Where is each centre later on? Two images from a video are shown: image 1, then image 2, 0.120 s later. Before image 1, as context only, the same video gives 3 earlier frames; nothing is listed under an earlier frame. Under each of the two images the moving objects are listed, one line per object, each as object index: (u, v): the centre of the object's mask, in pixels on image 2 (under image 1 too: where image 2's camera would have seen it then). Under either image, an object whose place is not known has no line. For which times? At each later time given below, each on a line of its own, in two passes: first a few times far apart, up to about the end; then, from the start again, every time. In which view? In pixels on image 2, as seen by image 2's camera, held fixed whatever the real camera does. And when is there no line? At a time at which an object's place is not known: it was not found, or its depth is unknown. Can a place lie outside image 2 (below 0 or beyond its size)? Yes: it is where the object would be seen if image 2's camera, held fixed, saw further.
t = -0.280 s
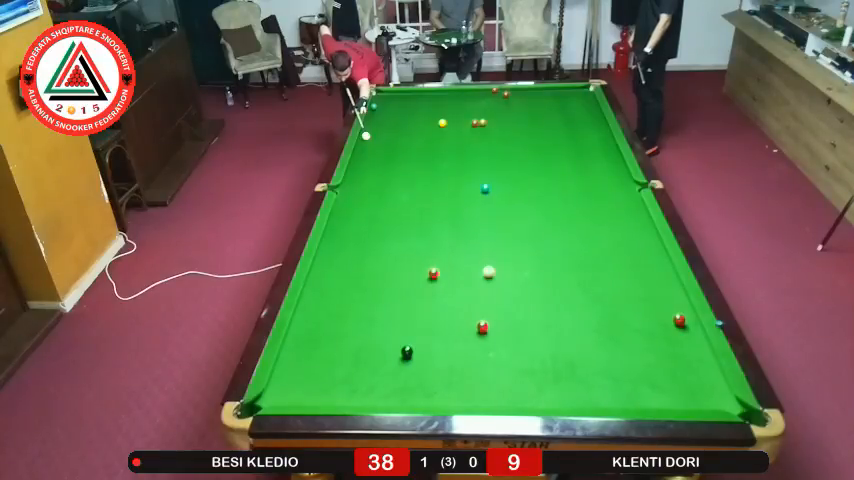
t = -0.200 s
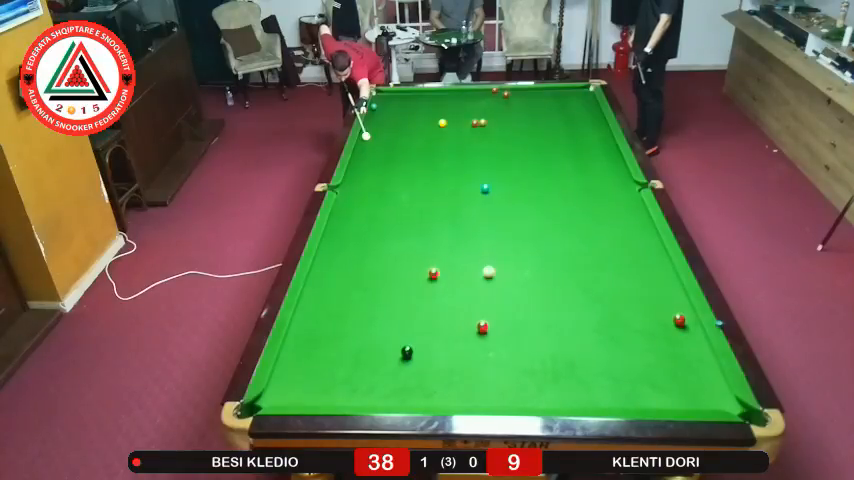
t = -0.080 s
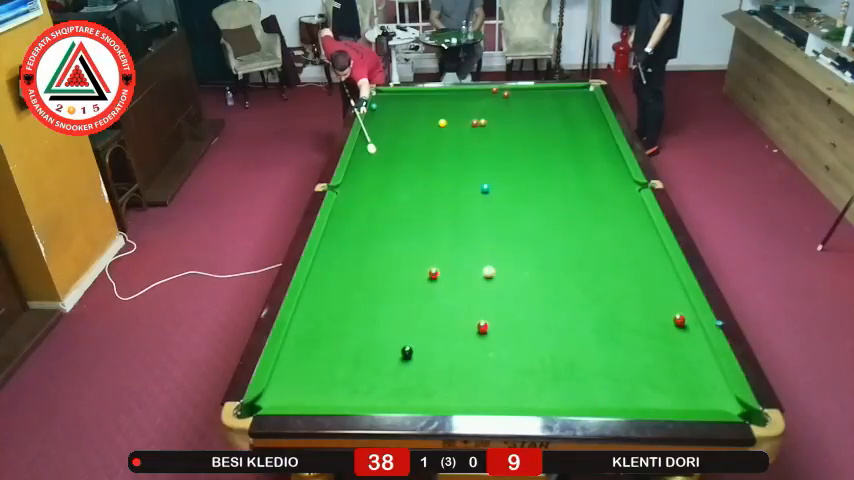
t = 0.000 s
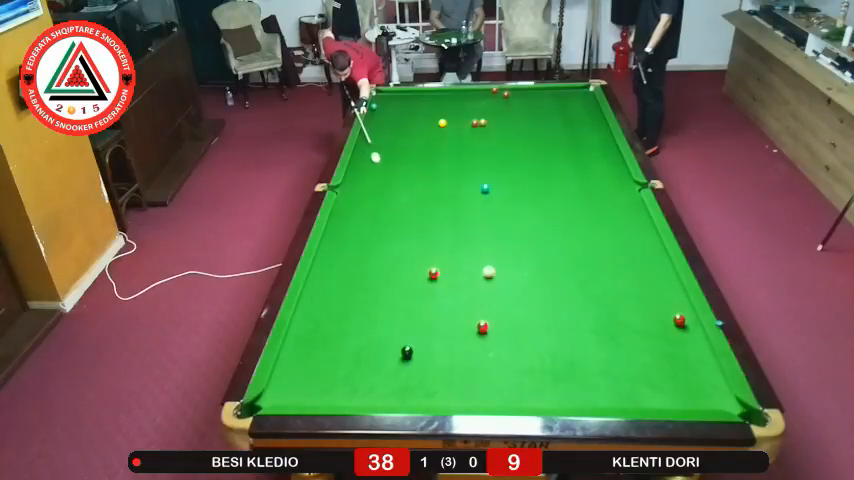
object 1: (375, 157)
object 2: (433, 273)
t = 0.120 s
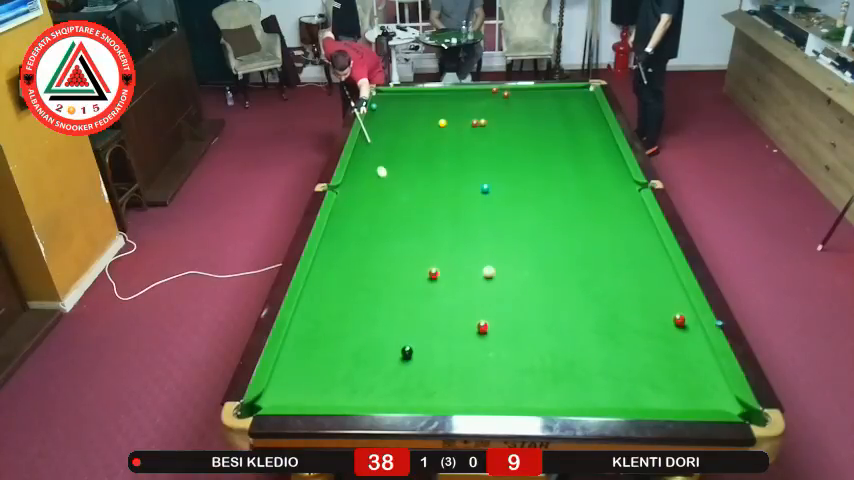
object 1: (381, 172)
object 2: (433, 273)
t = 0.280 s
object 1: (390, 192)
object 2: (433, 273)
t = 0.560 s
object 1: (409, 235)
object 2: (433, 273)
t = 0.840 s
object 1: (414, 281)
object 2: (451, 280)
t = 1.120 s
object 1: (390, 325)
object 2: (495, 297)
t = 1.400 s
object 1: (361, 377)
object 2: (539, 314)
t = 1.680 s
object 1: (345, 370)
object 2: (585, 333)
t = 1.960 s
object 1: (341, 330)
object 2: (634, 352)
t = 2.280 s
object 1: (337, 293)
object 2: (693, 375)
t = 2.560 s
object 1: (333, 266)
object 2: (713, 392)
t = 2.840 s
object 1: (330, 243)
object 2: (686, 402)
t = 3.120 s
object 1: (332, 224)
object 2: (659, 400)
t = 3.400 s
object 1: (342, 209)
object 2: (634, 395)
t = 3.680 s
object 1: (350, 195)
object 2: (612, 389)
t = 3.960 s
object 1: (358, 184)
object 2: (592, 383)
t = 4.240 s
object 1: (364, 173)
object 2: (575, 378)
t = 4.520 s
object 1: (370, 164)
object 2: (560, 374)
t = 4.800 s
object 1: (375, 156)
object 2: (548, 371)
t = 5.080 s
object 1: (379, 148)
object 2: (538, 369)
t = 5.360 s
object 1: (383, 142)
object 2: (529, 368)
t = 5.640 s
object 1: (386, 136)
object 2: (523, 367)
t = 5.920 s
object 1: (389, 131)
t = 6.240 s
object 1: (393, 126)
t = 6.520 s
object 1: (395, 122)
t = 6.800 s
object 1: (397, 118)
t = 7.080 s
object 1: (399, 116)
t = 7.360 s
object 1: (400, 113)
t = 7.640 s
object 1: (401, 111)
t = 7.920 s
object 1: (402, 109)
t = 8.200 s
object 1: (403, 108)
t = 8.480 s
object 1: (404, 107)
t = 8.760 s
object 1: (405, 106)
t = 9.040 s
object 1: (405, 106)
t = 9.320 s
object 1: (405, 106)
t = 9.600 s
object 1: (405, 106)
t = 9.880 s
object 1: (405, 106)
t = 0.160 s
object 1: (383, 176)
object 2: (433, 273)
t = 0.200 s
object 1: (386, 182)
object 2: (433, 273)
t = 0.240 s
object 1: (388, 187)
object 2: (433, 273)
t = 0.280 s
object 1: (390, 192)
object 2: (433, 273)
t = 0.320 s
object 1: (393, 198)
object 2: (433, 273)
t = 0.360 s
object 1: (395, 204)
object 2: (433, 273)
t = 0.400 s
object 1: (398, 209)
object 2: (433, 273)
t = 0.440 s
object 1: (401, 216)
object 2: (433, 273)
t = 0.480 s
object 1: (403, 222)
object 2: (433, 273)
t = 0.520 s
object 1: (406, 228)
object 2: (433, 273)
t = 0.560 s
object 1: (409, 235)
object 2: (433, 273)
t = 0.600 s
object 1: (412, 242)
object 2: (433, 273)
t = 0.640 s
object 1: (415, 249)
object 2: (433, 273)
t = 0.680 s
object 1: (418, 256)
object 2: (433, 273)
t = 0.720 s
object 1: (422, 264)
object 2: (433, 273)
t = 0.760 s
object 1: (423, 271)
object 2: (436, 274)
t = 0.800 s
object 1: (418, 276)
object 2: (444, 277)
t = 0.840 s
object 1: (414, 281)
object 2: (451, 280)
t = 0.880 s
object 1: (410, 287)
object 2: (458, 283)
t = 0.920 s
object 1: (407, 293)
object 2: (464, 285)
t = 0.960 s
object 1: (404, 299)
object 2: (471, 287)
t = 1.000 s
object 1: (400, 305)
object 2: (476, 290)
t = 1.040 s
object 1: (397, 312)
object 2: (483, 293)
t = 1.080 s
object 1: (393, 318)
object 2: (489, 295)
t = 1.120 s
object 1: (390, 325)
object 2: (495, 297)
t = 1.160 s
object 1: (386, 332)
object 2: (501, 299)
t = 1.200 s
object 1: (382, 339)
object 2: (507, 302)
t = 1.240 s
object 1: (378, 346)
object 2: (514, 304)
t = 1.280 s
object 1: (374, 353)
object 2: (520, 306)
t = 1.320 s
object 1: (369, 361)
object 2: (526, 309)
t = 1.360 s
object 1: (365, 369)
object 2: (532, 312)
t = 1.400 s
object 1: (361, 377)
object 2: (539, 314)
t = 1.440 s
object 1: (356, 385)
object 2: (545, 317)
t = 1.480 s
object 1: (351, 392)
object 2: (552, 319)
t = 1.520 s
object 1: (348, 396)
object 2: (559, 322)
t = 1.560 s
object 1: (347, 390)
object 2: (565, 325)
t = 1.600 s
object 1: (346, 383)
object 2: (572, 327)
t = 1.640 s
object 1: (346, 377)
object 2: (579, 330)
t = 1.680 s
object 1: (345, 370)
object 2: (585, 333)
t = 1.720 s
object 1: (345, 364)
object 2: (592, 336)
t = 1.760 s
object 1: (344, 358)
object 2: (599, 338)
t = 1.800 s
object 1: (343, 352)
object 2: (606, 341)
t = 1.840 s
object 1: (343, 346)
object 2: (613, 344)
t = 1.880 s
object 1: (342, 341)
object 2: (621, 346)
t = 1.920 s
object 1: (342, 336)
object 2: (628, 349)
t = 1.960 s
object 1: (341, 330)
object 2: (634, 352)
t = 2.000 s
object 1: (341, 325)
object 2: (641, 355)
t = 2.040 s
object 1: (340, 321)
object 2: (648, 358)
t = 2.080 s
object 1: (339, 316)
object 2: (656, 361)
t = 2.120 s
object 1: (339, 311)
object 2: (663, 363)
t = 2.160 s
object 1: (338, 306)
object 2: (670, 366)
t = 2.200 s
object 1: (338, 302)
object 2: (678, 369)
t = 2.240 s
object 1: (337, 297)
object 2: (685, 372)
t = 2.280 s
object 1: (337, 293)
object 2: (693, 375)
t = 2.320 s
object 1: (336, 289)
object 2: (700, 378)
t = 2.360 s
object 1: (336, 285)
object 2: (707, 381)
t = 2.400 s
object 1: (335, 281)
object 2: (715, 384)
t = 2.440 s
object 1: (335, 277)
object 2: (722, 386)
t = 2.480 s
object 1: (334, 273)
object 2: (721, 389)
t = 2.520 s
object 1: (334, 269)
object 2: (717, 390)
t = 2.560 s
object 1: (333, 266)
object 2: (713, 392)
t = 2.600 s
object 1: (333, 262)
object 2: (709, 393)
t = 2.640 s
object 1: (332, 259)
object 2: (705, 395)
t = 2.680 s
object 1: (332, 256)
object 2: (702, 397)
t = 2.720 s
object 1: (331, 252)
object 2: (698, 398)
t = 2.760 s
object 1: (331, 249)
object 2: (694, 400)
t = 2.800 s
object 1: (330, 246)
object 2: (690, 401)
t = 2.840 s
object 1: (330, 243)
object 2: (686, 402)
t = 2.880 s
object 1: (330, 240)
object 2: (682, 402)
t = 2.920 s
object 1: (329, 237)
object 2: (678, 403)
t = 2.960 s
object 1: (329, 234)
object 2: (674, 403)
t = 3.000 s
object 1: (328, 231)
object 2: (670, 403)
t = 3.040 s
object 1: (329, 229)
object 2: (666, 402)
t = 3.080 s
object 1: (330, 226)
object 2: (662, 401)
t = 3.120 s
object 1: (332, 224)
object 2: (659, 400)
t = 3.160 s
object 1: (333, 222)
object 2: (655, 400)
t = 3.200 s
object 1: (335, 219)
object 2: (651, 399)
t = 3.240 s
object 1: (336, 217)
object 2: (648, 399)
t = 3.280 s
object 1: (338, 215)
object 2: (645, 398)
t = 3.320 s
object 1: (339, 213)
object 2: (641, 397)
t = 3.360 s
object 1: (340, 211)
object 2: (637, 396)
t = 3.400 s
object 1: (342, 209)
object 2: (634, 395)
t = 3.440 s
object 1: (343, 207)
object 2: (631, 394)
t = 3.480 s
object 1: (344, 205)
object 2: (628, 393)
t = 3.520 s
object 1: (346, 203)
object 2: (625, 392)
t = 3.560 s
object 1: (347, 201)
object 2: (621, 392)
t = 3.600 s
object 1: (348, 199)
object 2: (618, 391)
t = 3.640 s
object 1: (349, 197)
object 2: (615, 390)
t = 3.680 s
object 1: (350, 195)
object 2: (612, 389)
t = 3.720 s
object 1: (351, 194)
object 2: (609, 388)
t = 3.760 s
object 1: (352, 192)
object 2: (606, 387)
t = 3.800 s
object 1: (354, 190)
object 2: (603, 386)
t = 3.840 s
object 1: (355, 188)
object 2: (601, 385)
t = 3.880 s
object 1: (356, 187)
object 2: (598, 384)
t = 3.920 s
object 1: (357, 185)
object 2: (595, 384)
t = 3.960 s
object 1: (358, 184)
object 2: (592, 383)
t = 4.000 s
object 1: (359, 182)
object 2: (590, 382)
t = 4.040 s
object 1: (360, 181)
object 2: (587, 382)
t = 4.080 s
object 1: (360, 179)
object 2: (585, 381)
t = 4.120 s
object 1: (361, 178)
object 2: (582, 380)
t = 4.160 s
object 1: (362, 176)
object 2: (580, 380)
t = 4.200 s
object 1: (363, 175)
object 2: (578, 379)
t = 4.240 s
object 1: (364, 173)
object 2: (575, 378)
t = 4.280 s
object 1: (365, 172)
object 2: (573, 378)
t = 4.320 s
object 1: (366, 170)
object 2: (571, 377)
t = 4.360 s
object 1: (366, 169)
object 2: (568, 376)
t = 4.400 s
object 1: (367, 168)
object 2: (566, 376)
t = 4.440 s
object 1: (368, 166)
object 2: (564, 375)
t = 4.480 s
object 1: (369, 165)
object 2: (562, 375)
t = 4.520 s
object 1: (370, 164)
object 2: (560, 374)
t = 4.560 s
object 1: (371, 163)
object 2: (558, 374)
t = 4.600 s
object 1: (371, 162)
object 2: (556, 373)
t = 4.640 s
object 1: (372, 160)
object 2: (554, 373)
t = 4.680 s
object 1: (373, 159)
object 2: (553, 372)
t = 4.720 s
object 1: (373, 158)
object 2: (551, 372)
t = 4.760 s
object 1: (374, 157)
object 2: (549, 371)
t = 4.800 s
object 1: (375, 156)
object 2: (548, 371)
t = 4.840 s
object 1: (375, 155)
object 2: (546, 371)
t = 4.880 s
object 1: (376, 154)
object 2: (545, 371)
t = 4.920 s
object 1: (377, 152)
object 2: (543, 370)
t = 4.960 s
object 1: (377, 152)
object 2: (542, 370)
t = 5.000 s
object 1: (378, 151)
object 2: (540, 370)
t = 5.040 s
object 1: (379, 149)
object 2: (539, 370)
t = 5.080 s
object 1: (379, 148)
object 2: (538, 369)
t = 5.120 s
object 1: (380, 147)
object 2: (536, 369)
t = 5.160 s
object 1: (380, 146)
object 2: (535, 369)
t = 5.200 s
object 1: (381, 145)
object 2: (534, 368)
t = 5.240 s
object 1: (381, 145)
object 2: (532, 368)
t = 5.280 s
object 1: (382, 144)
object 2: (531, 368)
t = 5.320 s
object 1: (383, 143)
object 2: (530, 368)
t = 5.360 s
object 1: (383, 142)
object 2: (529, 368)
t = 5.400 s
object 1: (384, 141)
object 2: (528, 368)
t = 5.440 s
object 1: (384, 140)
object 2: (527, 367)
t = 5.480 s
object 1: (384, 139)
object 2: (526, 367)
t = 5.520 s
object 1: (385, 138)
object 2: (526, 367)
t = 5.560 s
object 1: (386, 138)
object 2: (525, 367)
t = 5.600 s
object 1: (386, 137)
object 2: (524, 367)
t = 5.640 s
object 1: (386, 136)
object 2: (523, 367)
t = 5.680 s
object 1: (387, 135)
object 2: (522, 367)
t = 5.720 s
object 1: (387, 135)
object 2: (522, 367)
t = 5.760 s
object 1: (388, 134)
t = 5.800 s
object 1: (388, 133)
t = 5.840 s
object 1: (389, 132)
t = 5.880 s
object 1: (389, 131)
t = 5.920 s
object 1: (389, 131)
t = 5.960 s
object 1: (390, 130)
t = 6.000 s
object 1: (390, 129)
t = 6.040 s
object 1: (391, 129)
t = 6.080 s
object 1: (391, 128)
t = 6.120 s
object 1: (392, 127)
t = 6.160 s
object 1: (392, 127)
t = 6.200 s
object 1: (392, 126)
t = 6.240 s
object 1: (393, 126)
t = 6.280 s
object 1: (393, 125)
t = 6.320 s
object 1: (393, 125)
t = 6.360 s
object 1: (394, 124)
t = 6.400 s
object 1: (394, 123)
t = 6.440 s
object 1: (394, 123)
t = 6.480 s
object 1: (395, 122)
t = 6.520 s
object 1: (395, 122)
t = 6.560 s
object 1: (395, 121)
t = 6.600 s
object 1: (396, 121)
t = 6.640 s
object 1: (396, 120)
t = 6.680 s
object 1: (396, 120)
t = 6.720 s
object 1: (396, 119)
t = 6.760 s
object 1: (397, 119)
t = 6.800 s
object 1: (397, 118)
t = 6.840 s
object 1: (397, 118)
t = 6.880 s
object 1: (397, 118)
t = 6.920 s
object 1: (398, 117)
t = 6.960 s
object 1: (398, 117)
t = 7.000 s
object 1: (398, 116)
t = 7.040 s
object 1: (398, 116)
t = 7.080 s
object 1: (399, 116)
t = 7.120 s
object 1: (399, 115)
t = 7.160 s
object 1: (399, 115)
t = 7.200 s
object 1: (399, 114)
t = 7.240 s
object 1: (399, 114)
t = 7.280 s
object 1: (400, 114)
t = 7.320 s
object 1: (400, 113)
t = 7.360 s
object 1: (400, 113)
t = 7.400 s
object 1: (400, 113)
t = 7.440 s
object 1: (400, 112)
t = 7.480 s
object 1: (401, 112)
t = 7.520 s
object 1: (401, 112)
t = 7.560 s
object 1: (401, 111)
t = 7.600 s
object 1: (401, 111)
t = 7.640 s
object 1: (401, 111)
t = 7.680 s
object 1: (401, 111)
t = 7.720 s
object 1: (402, 110)
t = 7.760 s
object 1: (402, 110)
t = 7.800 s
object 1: (402, 110)
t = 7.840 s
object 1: (402, 110)
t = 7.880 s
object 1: (402, 109)
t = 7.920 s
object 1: (402, 109)
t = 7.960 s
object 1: (403, 109)
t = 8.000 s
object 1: (403, 109)
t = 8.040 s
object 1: (403, 108)
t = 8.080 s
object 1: (403, 108)
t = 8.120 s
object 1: (403, 108)
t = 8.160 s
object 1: (403, 108)
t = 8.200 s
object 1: (403, 108)
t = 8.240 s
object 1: (403, 107)
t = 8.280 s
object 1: (403, 107)
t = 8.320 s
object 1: (404, 107)
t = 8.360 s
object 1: (404, 107)
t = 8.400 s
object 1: (404, 107)
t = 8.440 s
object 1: (404, 107)
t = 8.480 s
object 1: (404, 107)
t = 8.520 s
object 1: (404, 106)
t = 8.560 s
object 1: (404, 106)
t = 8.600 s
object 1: (404, 106)
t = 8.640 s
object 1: (404, 106)
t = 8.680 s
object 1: (404, 106)
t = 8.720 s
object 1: (405, 106)
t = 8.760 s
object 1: (405, 106)
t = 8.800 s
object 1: (405, 106)
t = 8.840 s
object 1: (405, 106)
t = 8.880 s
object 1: (405, 106)
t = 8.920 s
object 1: (405, 106)
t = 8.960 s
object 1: (405, 106)
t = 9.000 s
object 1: (405, 106)
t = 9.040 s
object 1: (405, 106)
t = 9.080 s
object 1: (405, 106)
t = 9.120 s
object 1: (405, 106)
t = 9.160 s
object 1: (405, 106)
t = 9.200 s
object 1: (405, 106)
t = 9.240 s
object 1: (405, 106)
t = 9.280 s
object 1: (405, 106)
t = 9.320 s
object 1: (405, 106)
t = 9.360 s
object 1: (405, 106)
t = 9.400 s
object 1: (405, 106)
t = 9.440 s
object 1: (405, 106)
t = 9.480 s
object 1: (405, 106)
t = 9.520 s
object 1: (405, 106)
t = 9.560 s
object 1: (405, 106)
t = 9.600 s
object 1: (405, 106)
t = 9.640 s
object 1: (405, 106)
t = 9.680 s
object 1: (405, 106)
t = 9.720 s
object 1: (405, 106)
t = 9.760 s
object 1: (405, 106)
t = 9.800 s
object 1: (405, 106)
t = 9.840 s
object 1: (405, 106)
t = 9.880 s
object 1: (405, 106)
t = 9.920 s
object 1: (405, 106)
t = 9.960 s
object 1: (405, 106)
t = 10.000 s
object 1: (405, 106)
